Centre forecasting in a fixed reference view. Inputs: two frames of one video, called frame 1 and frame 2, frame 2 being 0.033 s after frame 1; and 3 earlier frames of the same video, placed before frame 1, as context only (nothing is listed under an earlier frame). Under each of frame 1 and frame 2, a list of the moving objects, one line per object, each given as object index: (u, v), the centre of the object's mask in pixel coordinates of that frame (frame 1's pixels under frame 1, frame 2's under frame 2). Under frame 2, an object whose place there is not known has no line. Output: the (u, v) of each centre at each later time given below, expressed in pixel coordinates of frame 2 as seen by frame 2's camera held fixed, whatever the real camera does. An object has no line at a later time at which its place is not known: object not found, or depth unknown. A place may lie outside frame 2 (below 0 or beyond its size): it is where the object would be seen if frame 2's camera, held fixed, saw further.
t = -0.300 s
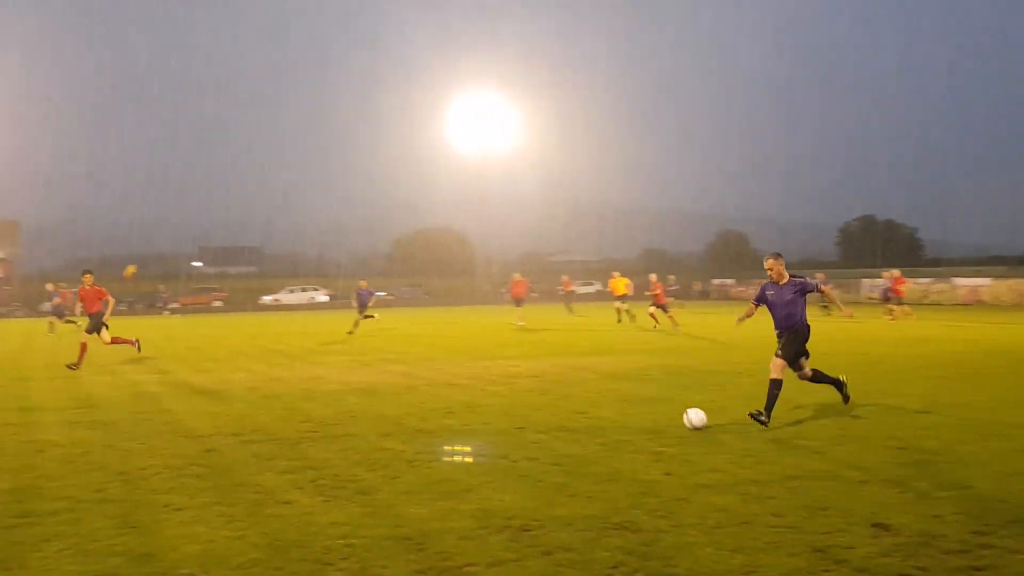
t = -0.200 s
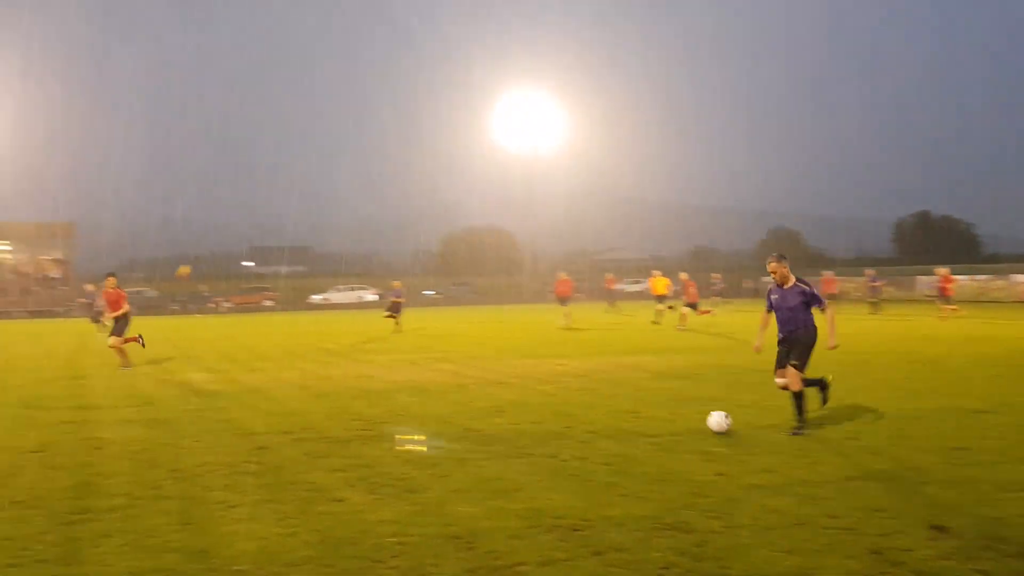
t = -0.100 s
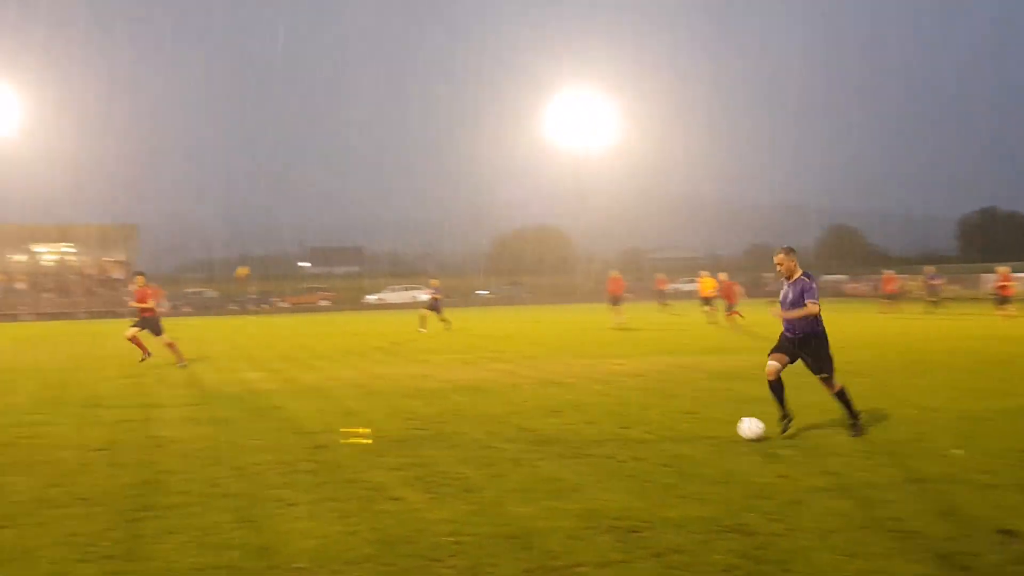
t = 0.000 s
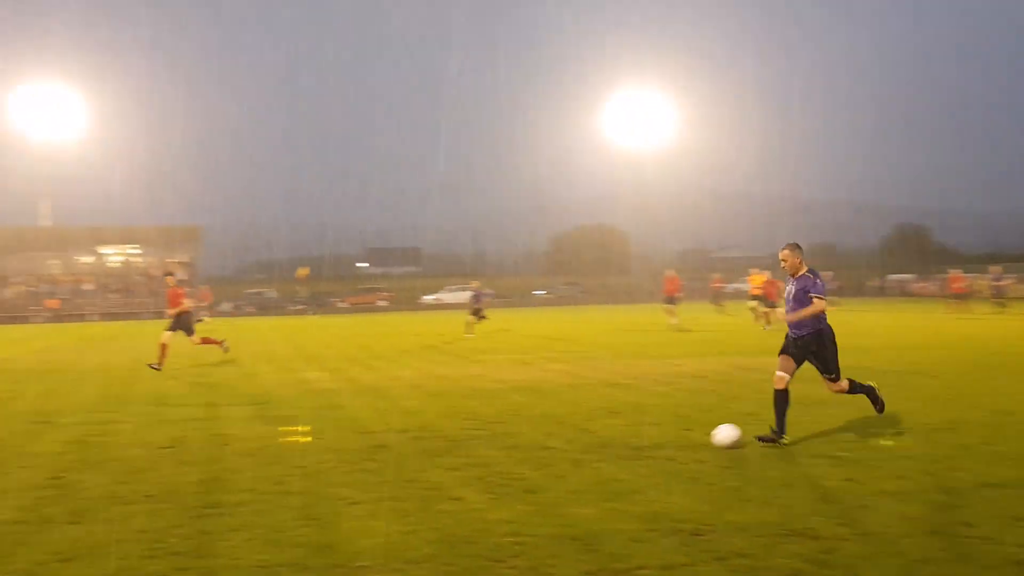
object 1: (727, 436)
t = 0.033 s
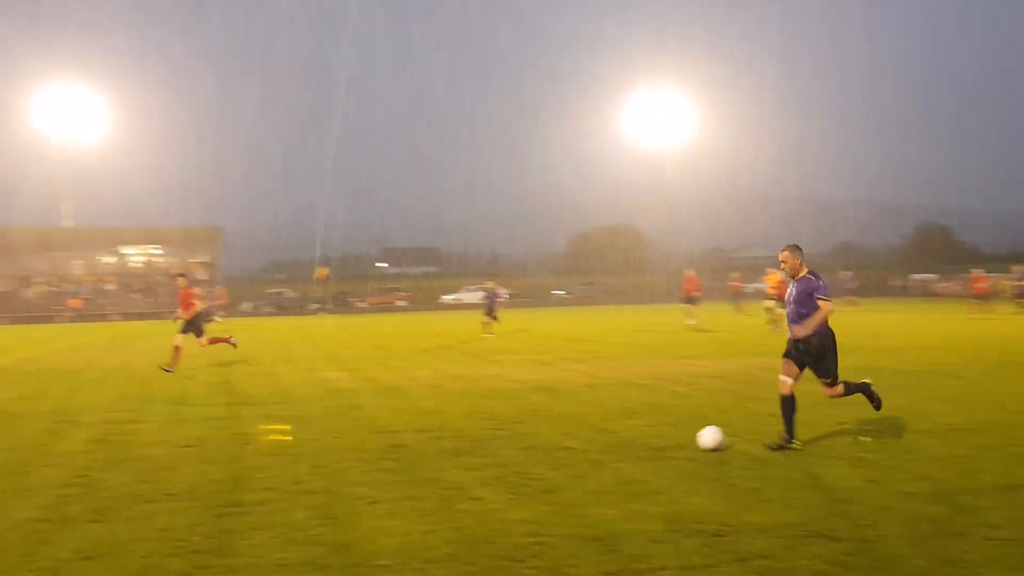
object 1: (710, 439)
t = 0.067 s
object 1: (676, 438)
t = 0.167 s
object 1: (572, 445)
